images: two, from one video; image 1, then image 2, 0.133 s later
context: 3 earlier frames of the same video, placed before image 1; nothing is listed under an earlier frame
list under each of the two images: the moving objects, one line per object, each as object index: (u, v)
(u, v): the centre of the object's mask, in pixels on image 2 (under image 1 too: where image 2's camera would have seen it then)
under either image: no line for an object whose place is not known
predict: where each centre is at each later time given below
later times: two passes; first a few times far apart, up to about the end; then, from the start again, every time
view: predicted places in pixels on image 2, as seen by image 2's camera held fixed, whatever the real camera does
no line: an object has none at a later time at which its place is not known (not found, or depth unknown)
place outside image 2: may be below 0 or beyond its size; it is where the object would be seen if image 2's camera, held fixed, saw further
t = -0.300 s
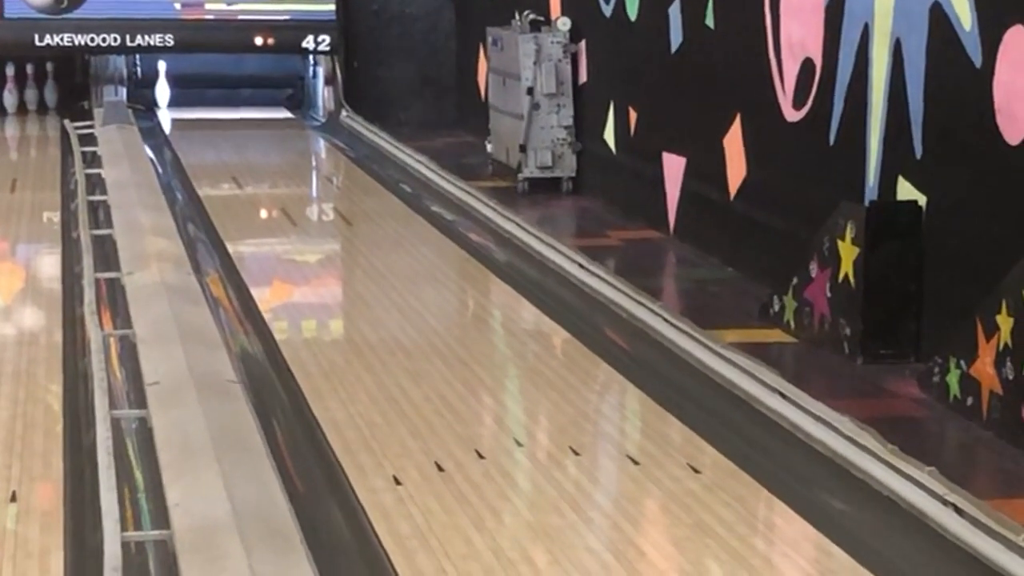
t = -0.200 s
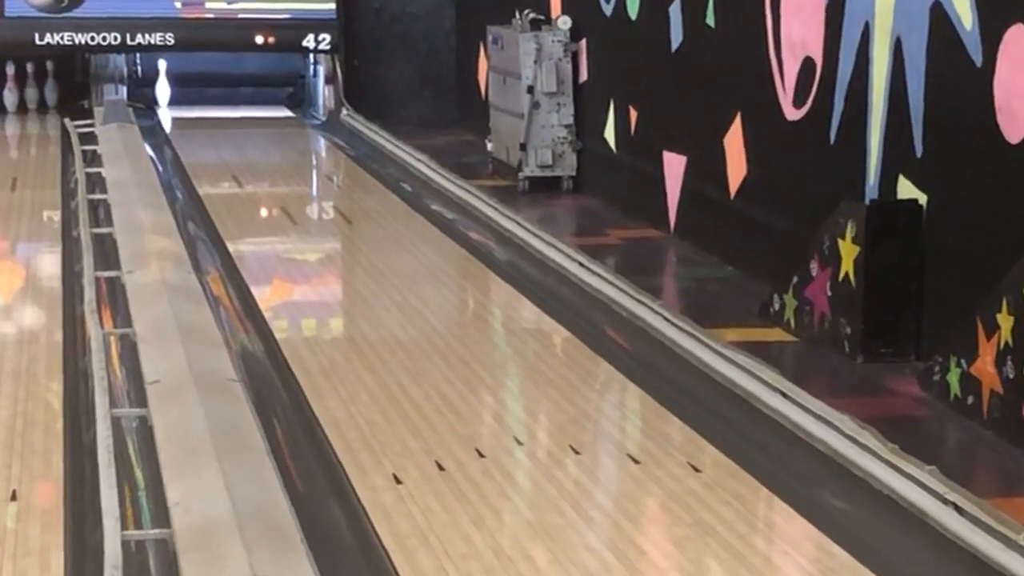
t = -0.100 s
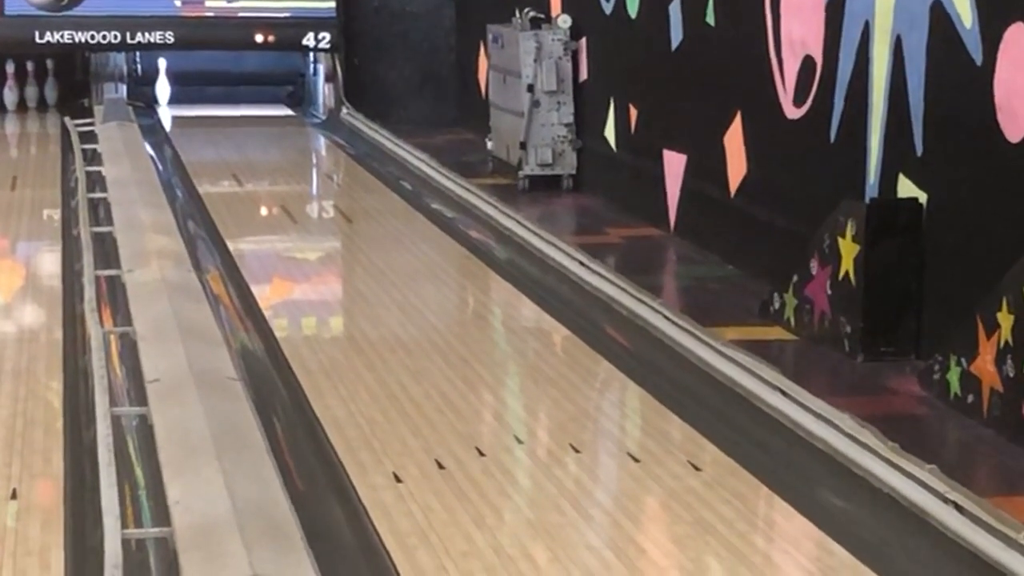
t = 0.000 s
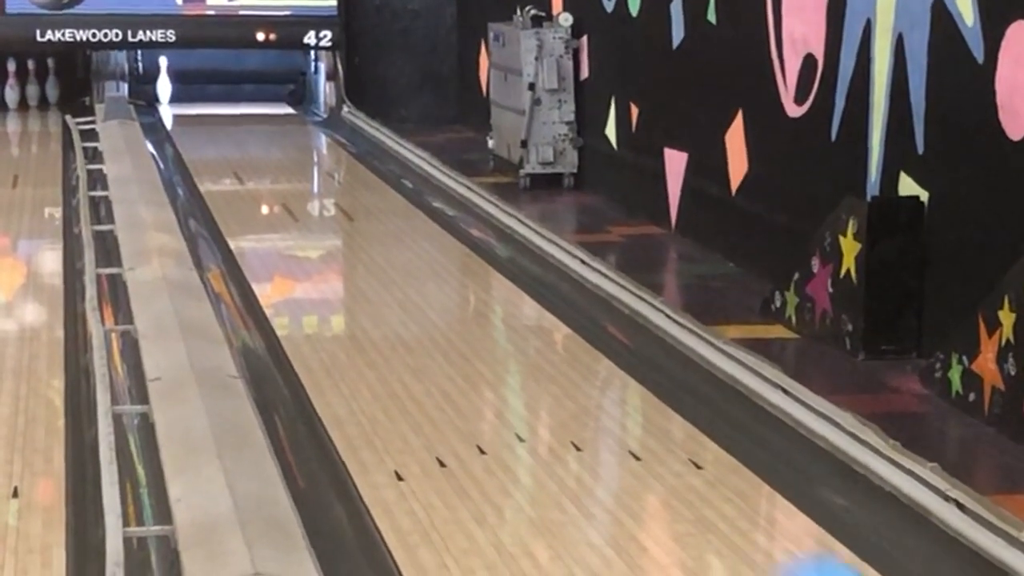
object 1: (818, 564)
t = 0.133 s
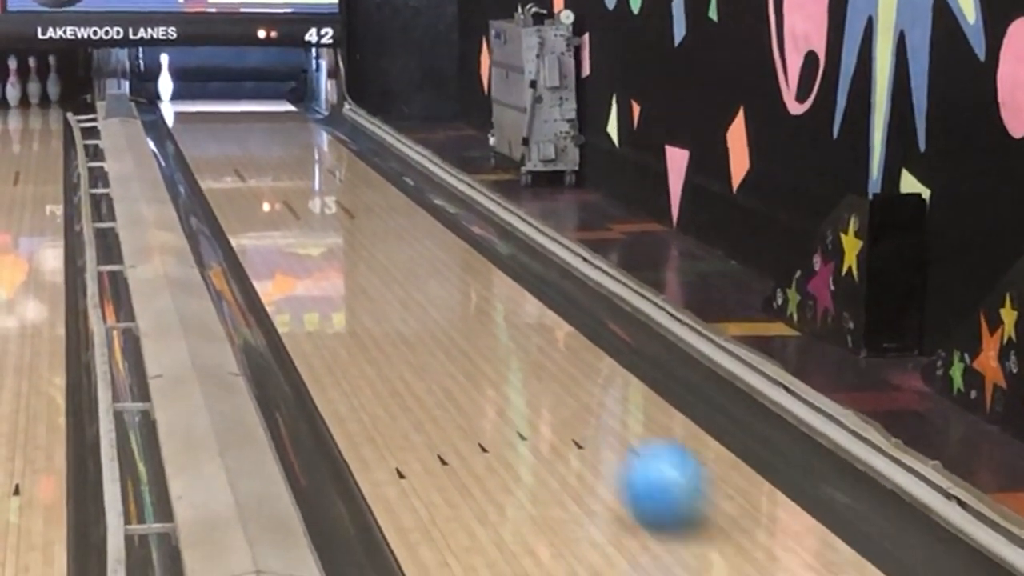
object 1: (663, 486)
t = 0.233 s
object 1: (577, 420)
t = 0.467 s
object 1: (439, 315)
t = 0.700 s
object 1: (351, 246)
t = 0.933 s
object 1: (289, 198)
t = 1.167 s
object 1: (245, 164)
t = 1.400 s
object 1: (214, 136)
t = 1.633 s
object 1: (190, 115)
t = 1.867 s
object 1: (176, 96)
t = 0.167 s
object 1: (631, 461)
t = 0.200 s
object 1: (604, 441)
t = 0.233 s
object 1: (577, 420)
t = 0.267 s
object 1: (553, 402)
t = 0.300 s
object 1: (530, 384)
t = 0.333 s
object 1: (509, 368)
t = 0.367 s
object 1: (490, 354)
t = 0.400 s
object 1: (473, 341)
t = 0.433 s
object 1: (455, 327)
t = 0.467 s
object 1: (439, 315)
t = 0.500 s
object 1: (425, 303)
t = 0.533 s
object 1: (410, 292)
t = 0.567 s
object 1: (397, 282)
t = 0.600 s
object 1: (384, 272)
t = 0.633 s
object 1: (372, 263)
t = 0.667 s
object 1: (361, 254)
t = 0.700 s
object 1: (351, 246)
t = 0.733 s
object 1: (339, 239)
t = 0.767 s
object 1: (331, 230)
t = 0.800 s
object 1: (322, 223)
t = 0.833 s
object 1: (312, 216)
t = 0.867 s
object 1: (304, 211)
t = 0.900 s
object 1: (296, 205)
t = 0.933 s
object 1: (289, 198)
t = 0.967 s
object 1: (281, 193)
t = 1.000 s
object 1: (275, 188)
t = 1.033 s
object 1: (268, 182)
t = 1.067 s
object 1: (262, 177)
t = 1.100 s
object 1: (256, 172)
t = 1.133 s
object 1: (250, 168)
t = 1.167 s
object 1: (245, 164)
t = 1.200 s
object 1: (240, 159)
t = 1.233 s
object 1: (236, 155)
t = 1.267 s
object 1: (231, 151)
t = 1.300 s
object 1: (226, 146)
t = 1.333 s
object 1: (221, 142)
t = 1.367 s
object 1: (217, 138)
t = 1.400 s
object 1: (214, 136)
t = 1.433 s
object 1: (209, 132)
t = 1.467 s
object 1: (205, 129)
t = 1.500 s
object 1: (202, 126)
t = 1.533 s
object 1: (200, 123)
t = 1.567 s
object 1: (196, 120)
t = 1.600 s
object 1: (193, 117)
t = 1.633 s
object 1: (190, 115)
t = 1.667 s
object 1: (188, 112)
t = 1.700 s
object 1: (186, 109)
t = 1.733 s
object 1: (183, 106)
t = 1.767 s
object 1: (182, 104)
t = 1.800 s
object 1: (179, 102)
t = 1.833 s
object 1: (177, 99)
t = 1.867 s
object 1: (176, 96)
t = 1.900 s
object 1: (173, 93)
